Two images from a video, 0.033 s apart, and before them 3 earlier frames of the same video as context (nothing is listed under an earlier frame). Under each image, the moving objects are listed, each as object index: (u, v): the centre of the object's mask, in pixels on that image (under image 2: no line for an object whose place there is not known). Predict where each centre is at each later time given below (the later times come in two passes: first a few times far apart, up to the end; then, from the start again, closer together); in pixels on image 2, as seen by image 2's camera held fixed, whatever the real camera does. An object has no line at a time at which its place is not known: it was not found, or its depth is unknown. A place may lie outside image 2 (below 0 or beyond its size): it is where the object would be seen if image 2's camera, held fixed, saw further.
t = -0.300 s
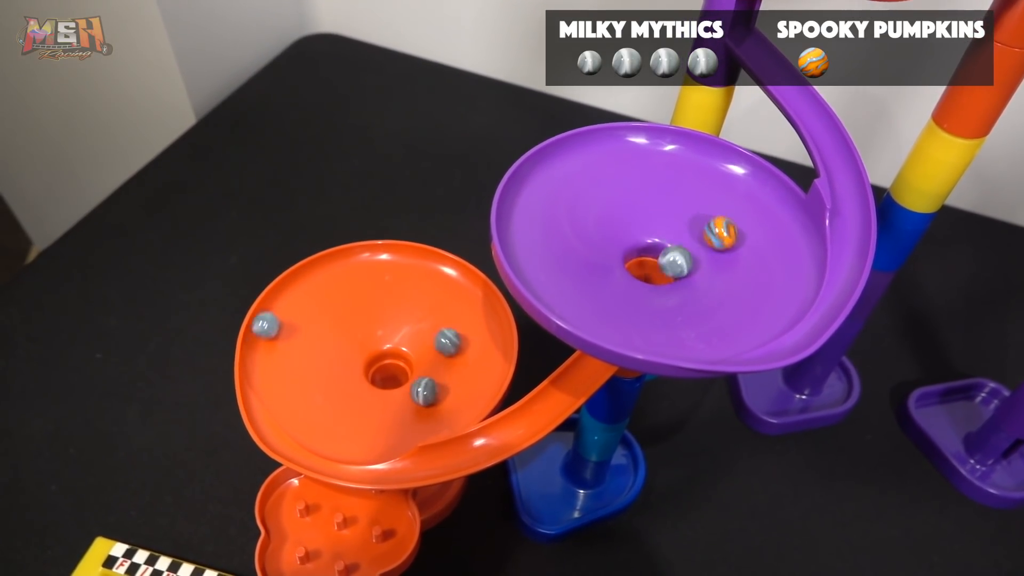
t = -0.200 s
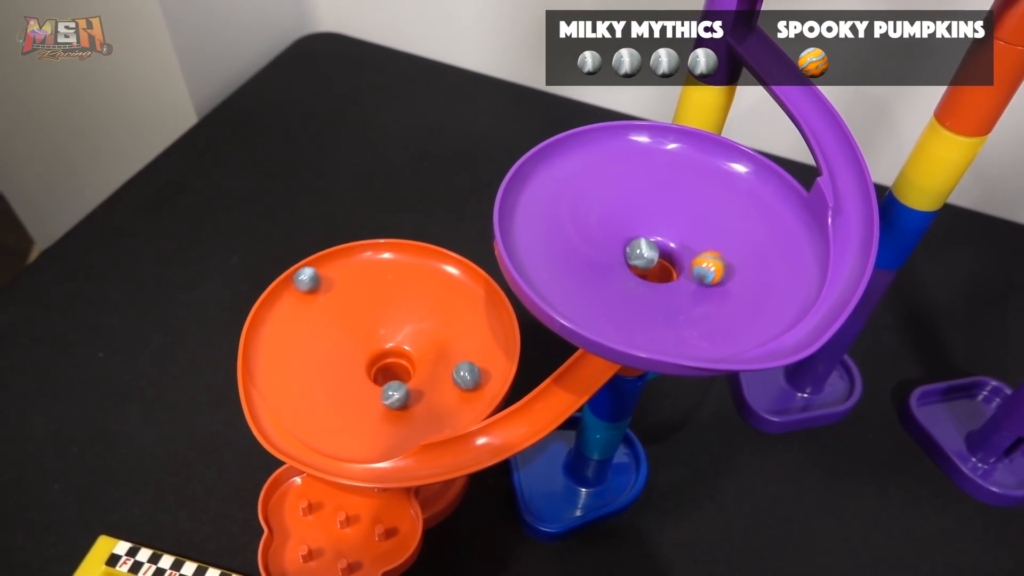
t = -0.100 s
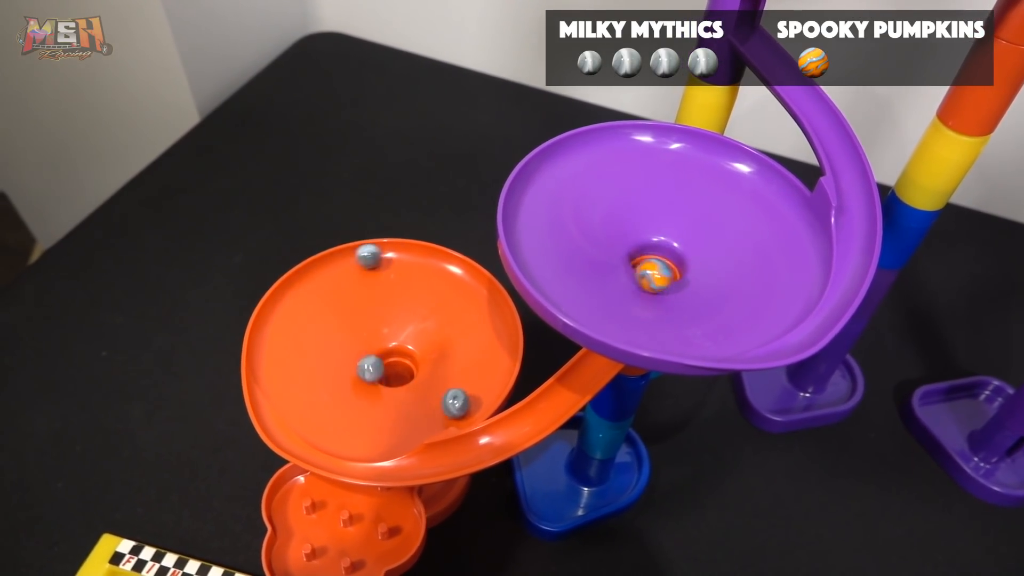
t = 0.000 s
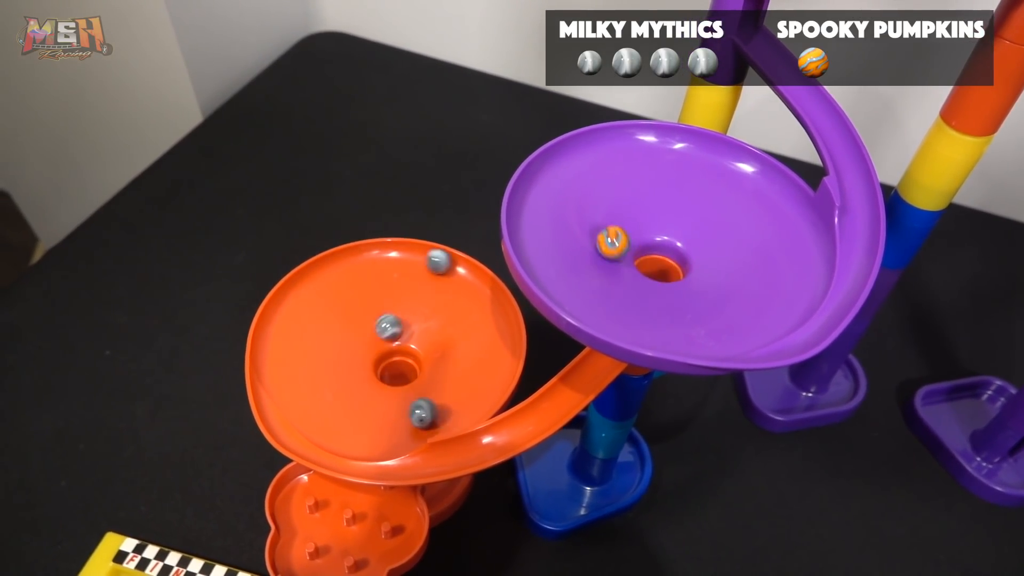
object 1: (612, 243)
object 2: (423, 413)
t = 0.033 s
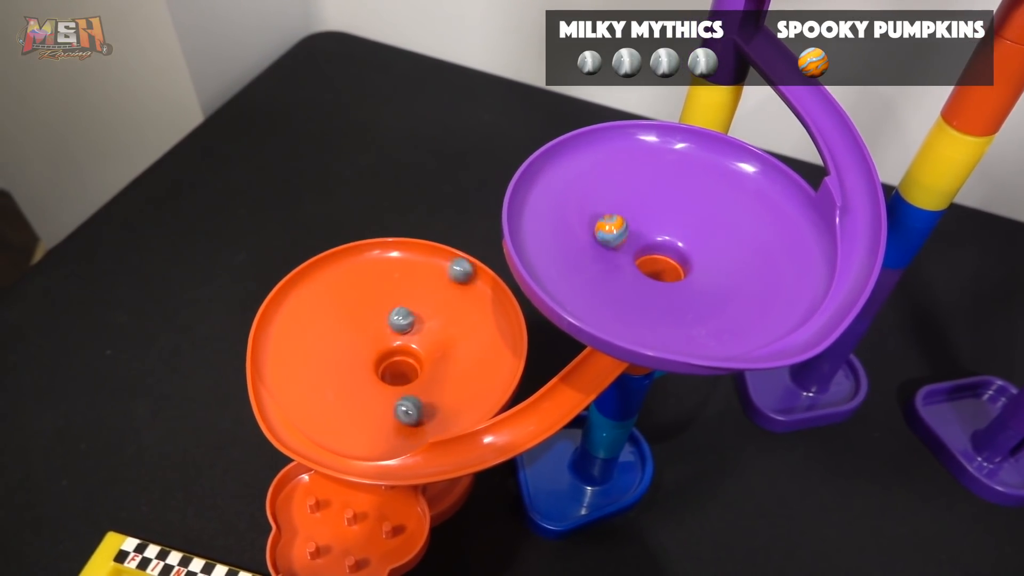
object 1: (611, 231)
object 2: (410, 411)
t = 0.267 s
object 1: (702, 220)
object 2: (377, 317)
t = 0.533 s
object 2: (465, 320)
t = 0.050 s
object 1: (612, 225)
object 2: (402, 408)
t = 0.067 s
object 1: (614, 220)
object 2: (394, 404)
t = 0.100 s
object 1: (622, 211)
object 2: (380, 395)
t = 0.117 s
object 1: (628, 208)
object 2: (374, 390)
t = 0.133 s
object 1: (634, 206)
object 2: (369, 383)
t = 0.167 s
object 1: (650, 204)
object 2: (362, 367)
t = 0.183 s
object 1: (659, 204)
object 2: (361, 358)
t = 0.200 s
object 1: (668, 206)
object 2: (361, 349)
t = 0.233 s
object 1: (686, 212)
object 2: (367, 331)
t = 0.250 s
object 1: (694, 216)
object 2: (371, 323)
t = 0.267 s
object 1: (702, 220)
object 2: (377, 317)
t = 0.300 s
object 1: (715, 232)
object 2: (389, 306)
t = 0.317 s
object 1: (720, 238)
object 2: (395, 301)
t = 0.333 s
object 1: (723, 245)
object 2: (402, 298)
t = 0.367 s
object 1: (724, 257)
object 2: (415, 294)
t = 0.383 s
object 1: (723, 263)
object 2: (422, 294)
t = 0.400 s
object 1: (720, 268)
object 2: (428, 294)
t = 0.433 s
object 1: (711, 277)
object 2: (440, 297)
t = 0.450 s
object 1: (703, 279)
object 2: (446, 299)
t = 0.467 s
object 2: (450, 302)
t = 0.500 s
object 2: (459, 311)
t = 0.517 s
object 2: (462, 315)
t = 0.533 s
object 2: (465, 320)
